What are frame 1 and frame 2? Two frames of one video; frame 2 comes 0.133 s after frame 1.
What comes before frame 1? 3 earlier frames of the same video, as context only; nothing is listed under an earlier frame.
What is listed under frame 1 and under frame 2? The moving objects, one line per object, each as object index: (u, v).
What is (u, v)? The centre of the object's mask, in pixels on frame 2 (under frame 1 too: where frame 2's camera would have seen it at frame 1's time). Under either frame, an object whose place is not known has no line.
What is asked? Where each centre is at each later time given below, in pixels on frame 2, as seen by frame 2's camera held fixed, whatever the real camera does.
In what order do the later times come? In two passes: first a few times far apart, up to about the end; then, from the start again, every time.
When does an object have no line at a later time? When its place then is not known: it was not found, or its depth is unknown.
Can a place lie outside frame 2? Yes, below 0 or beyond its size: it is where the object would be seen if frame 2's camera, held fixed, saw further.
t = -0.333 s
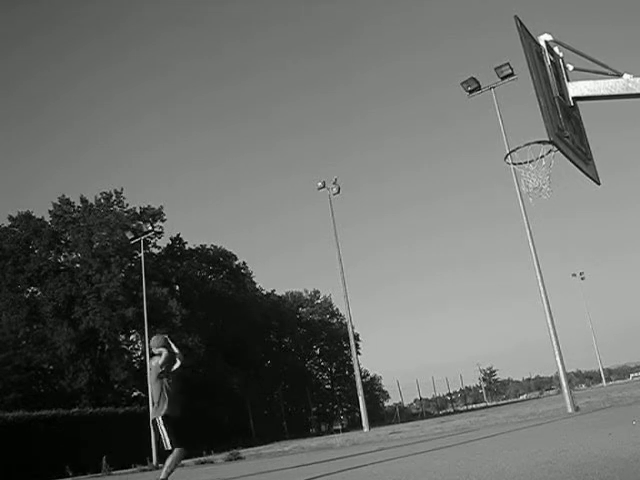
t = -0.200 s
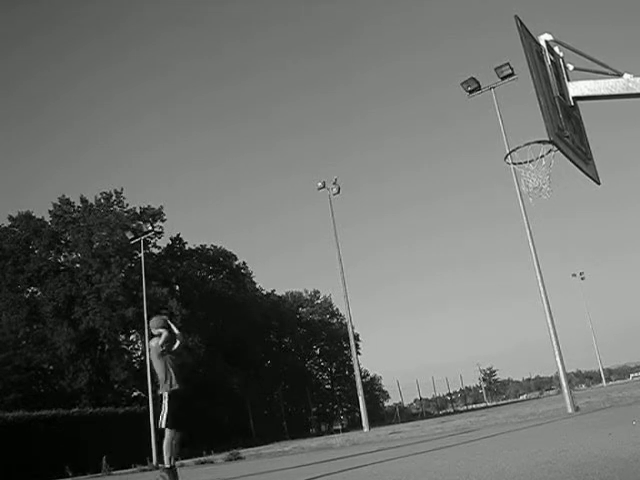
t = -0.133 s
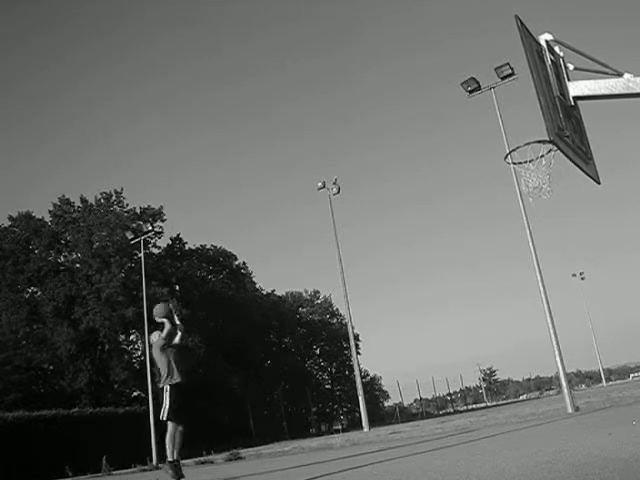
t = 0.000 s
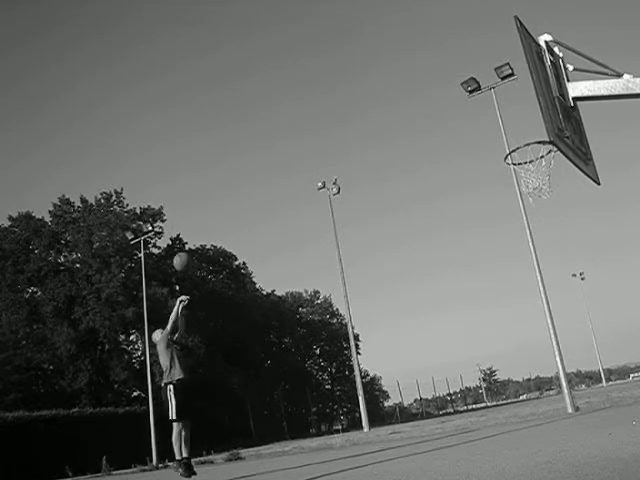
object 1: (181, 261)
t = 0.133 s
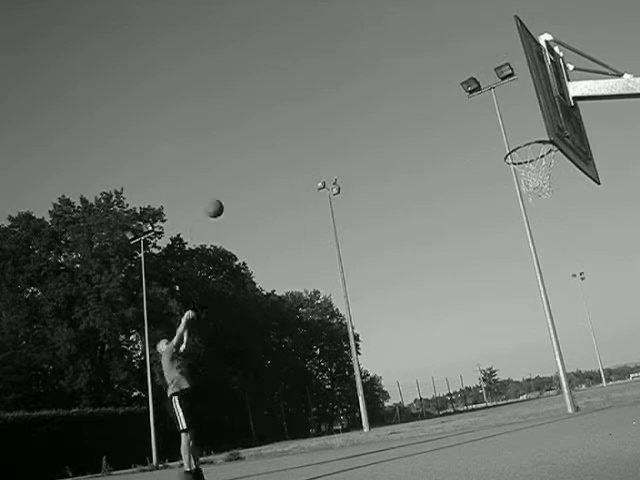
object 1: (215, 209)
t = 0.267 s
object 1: (250, 167)
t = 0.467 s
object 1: (309, 124)
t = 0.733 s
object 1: (405, 108)
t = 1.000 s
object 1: (530, 155)
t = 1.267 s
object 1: (550, 175)
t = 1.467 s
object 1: (543, 219)
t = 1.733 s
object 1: (548, 339)
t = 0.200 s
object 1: (232, 186)
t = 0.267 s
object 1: (250, 167)
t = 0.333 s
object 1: (268, 149)
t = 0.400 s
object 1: (287, 136)
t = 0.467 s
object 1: (309, 124)
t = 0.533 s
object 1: (331, 116)
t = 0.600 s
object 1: (355, 110)
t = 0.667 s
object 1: (378, 107)
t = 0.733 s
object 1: (405, 108)
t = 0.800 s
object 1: (433, 114)
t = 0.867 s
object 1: (464, 123)
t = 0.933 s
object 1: (498, 136)
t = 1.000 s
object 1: (530, 155)
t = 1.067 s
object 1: (548, 164)
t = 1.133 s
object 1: (551, 163)
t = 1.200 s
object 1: (552, 167)
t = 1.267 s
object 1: (550, 175)
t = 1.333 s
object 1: (548, 186)
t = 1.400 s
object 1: (545, 200)
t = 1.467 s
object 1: (543, 219)
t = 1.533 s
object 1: (543, 241)
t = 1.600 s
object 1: (544, 268)
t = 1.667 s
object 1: (546, 301)
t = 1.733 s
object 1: (548, 339)
